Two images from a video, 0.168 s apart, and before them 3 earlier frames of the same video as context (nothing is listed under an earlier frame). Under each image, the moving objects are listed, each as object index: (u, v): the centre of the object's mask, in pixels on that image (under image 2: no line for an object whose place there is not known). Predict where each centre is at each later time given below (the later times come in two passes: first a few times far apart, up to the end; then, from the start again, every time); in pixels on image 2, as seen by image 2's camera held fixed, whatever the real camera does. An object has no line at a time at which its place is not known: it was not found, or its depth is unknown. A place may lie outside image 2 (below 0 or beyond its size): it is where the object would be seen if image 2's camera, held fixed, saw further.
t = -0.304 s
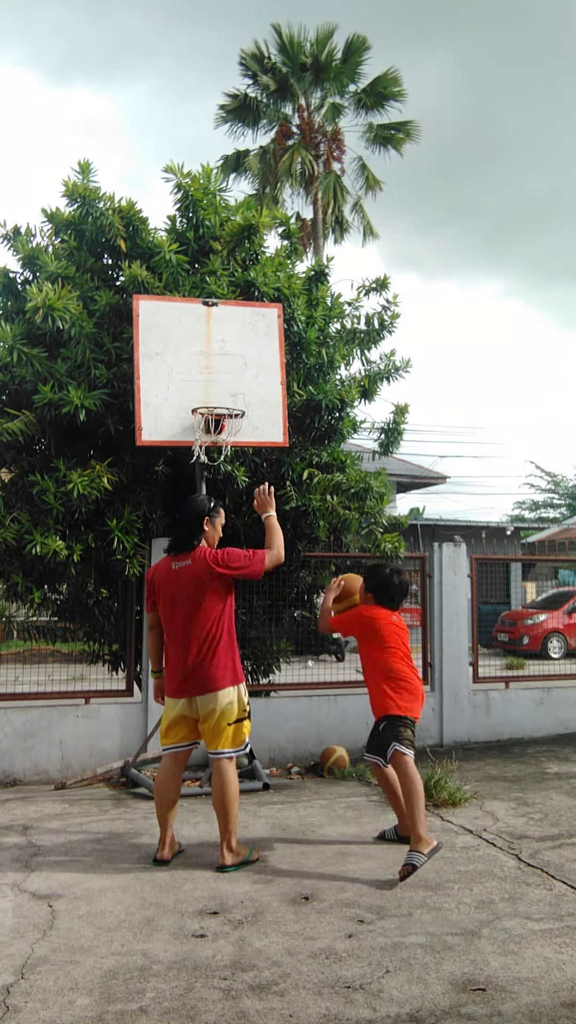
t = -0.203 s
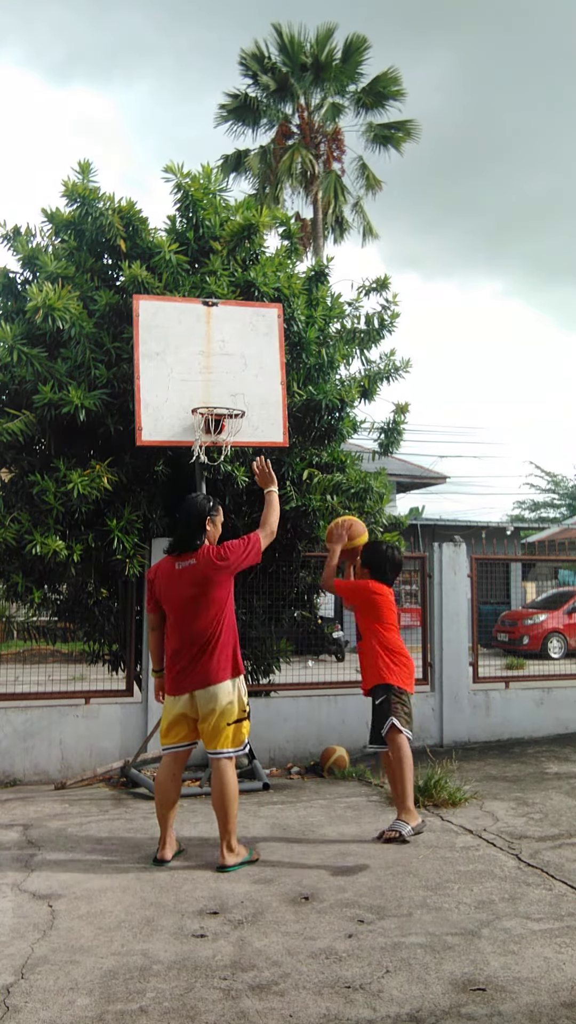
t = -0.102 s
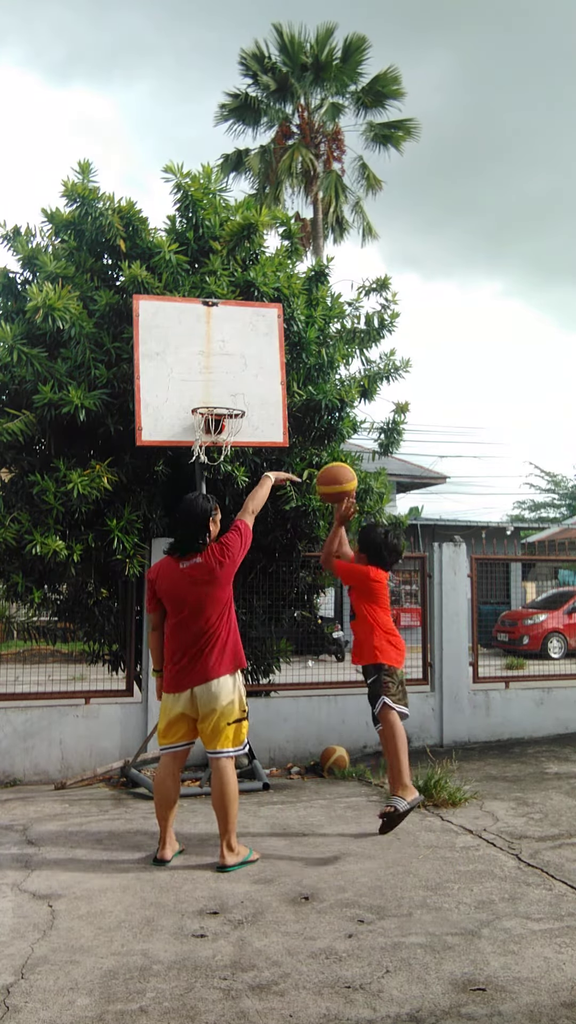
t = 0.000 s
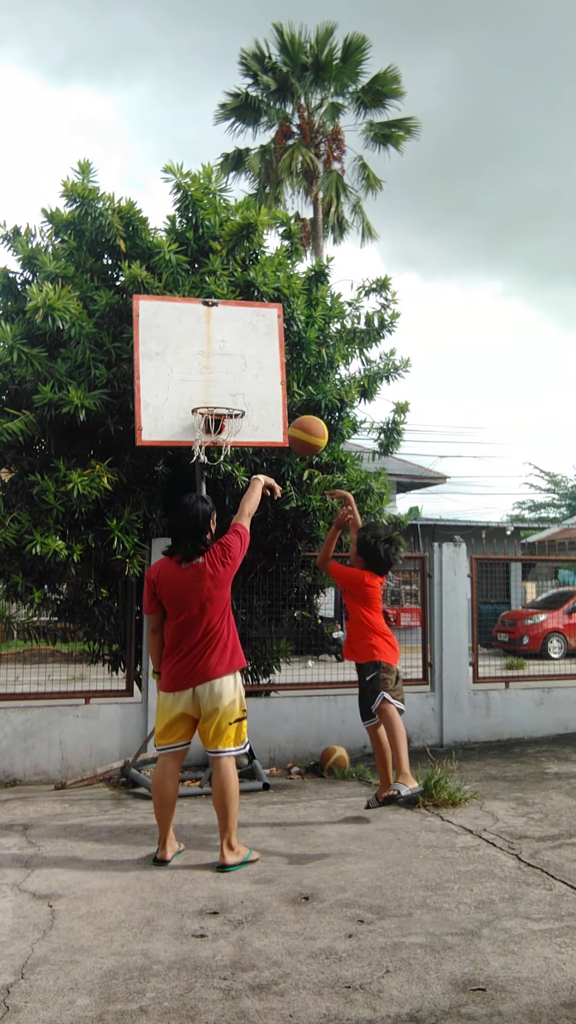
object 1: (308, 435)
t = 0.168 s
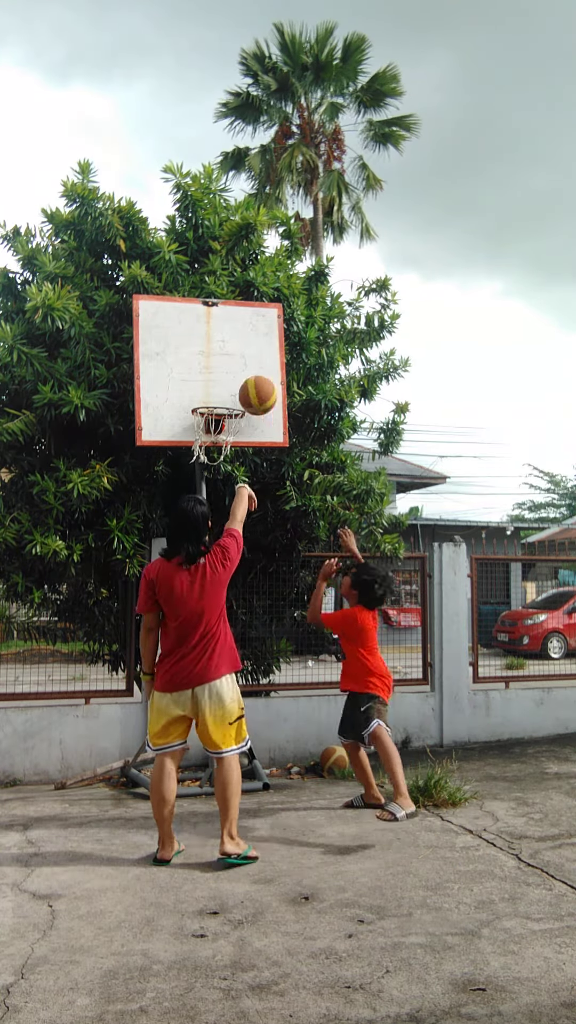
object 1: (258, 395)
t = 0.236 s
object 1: (239, 391)
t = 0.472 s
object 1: (220, 406)
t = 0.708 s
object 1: (210, 462)
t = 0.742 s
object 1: (208, 475)
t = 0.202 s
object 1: (248, 393)
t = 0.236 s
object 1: (239, 391)
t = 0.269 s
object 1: (233, 391)
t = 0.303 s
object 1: (229, 391)
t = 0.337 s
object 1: (225, 392)
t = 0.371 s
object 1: (220, 394)
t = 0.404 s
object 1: (216, 397)
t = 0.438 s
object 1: (215, 401)
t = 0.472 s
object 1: (220, 406)
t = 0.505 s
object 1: (224, 410)
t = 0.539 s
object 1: (221, 424)
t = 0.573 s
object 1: (220, 428)
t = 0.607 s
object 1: (218, 435)
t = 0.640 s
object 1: (216, 442)
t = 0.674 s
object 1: (213, 452)
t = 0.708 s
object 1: (210, 462)
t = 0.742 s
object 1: (208, 475)
